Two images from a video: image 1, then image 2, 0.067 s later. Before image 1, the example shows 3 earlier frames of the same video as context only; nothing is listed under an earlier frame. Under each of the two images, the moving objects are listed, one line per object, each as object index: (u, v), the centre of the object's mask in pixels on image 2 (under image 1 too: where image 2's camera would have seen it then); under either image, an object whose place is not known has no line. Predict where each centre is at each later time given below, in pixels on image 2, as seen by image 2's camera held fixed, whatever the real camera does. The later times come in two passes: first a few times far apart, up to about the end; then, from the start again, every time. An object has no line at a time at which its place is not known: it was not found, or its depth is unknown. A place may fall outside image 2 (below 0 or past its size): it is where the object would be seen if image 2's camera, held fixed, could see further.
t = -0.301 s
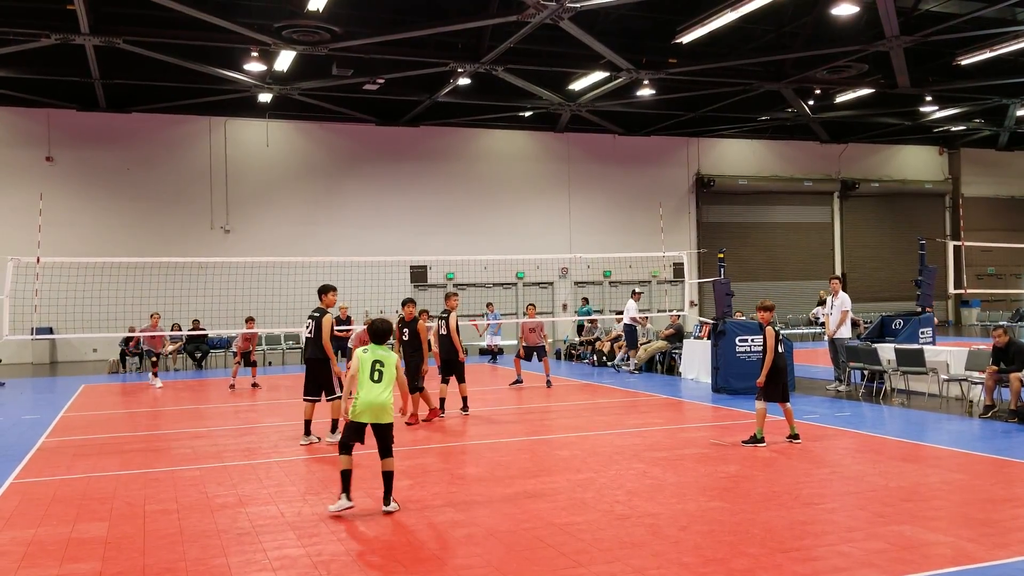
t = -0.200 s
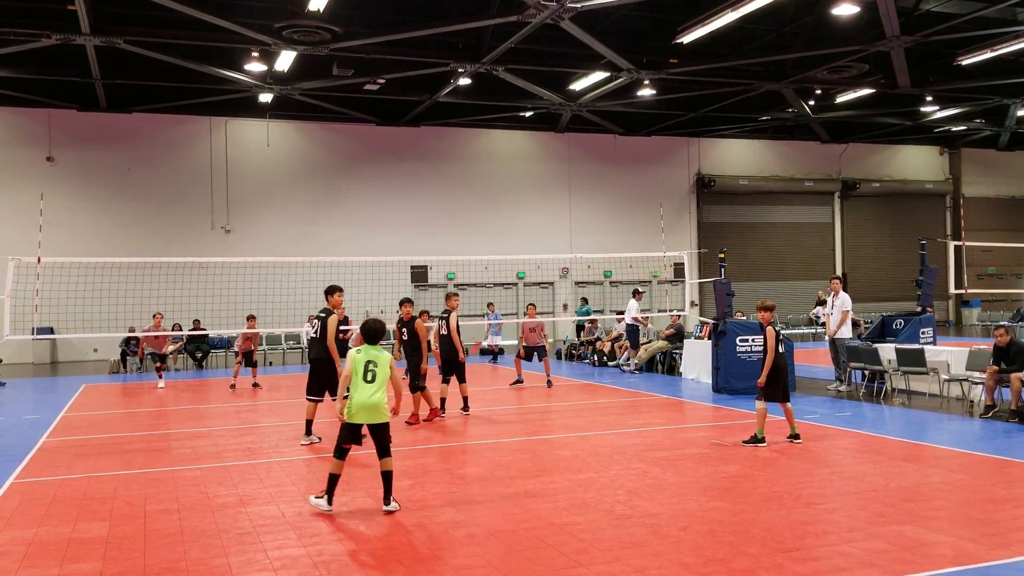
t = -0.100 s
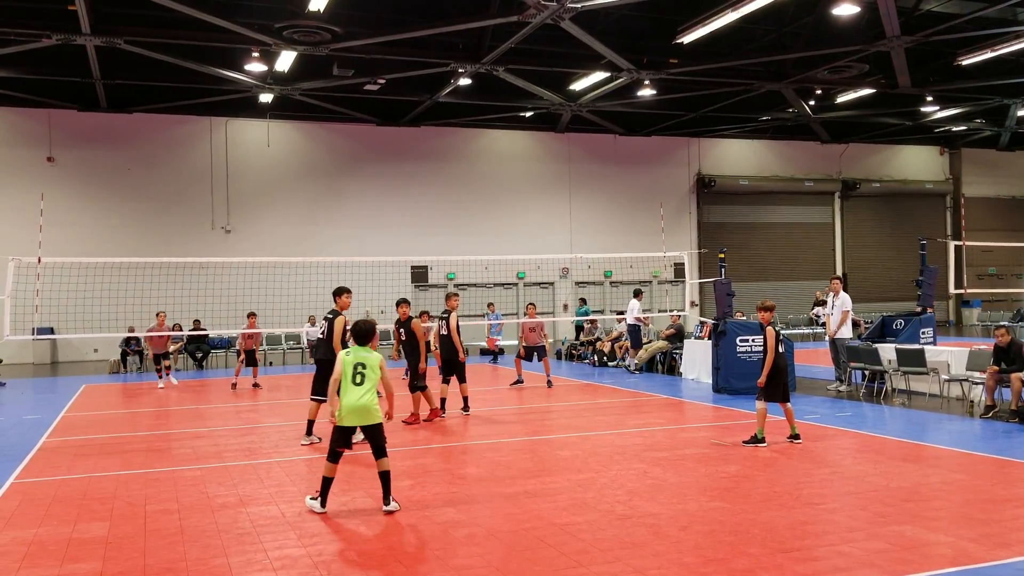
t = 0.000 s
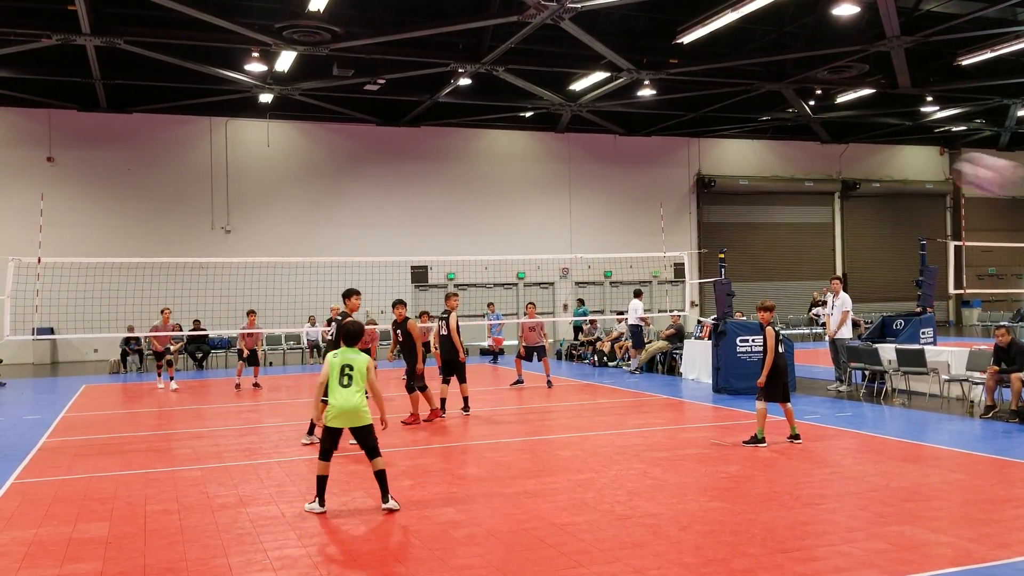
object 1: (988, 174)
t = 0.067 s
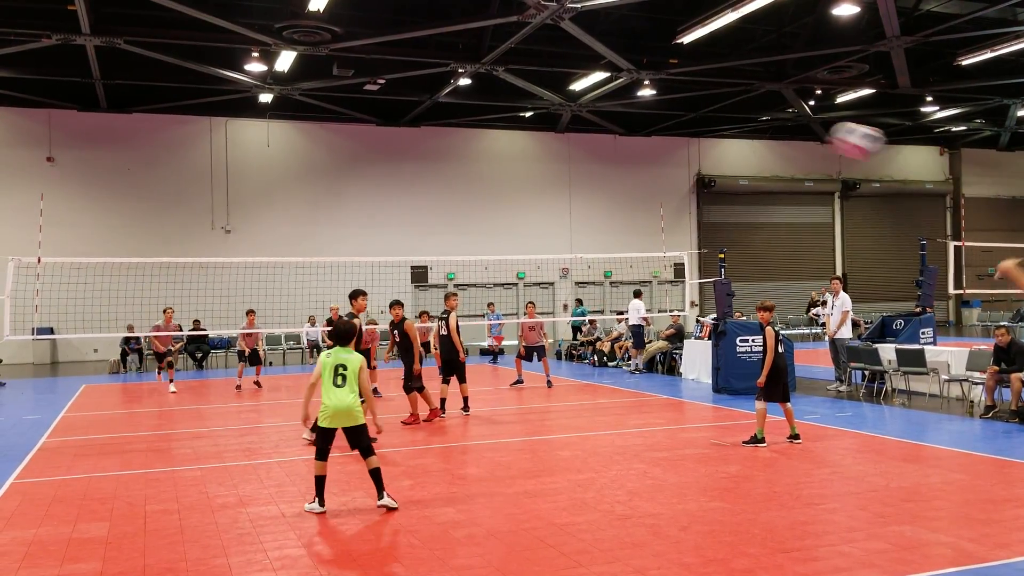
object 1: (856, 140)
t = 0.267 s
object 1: (599, 103)
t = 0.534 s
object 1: (415, 129)
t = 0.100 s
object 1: (801, 128)
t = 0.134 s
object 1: (752, 120)
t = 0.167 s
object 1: (708, 113)
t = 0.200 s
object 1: (669, 108)
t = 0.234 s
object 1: (631, 105)
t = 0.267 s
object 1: (599, 103)
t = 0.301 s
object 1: (569, 103)
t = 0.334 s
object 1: (542, 104)
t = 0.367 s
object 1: (516, 107)
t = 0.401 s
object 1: (493, 110)
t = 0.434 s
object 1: (472, 114)
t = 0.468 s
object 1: (452, 118)
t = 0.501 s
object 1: (432, 124)
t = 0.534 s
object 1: (415, 129)
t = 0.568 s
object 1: (398, 136)
